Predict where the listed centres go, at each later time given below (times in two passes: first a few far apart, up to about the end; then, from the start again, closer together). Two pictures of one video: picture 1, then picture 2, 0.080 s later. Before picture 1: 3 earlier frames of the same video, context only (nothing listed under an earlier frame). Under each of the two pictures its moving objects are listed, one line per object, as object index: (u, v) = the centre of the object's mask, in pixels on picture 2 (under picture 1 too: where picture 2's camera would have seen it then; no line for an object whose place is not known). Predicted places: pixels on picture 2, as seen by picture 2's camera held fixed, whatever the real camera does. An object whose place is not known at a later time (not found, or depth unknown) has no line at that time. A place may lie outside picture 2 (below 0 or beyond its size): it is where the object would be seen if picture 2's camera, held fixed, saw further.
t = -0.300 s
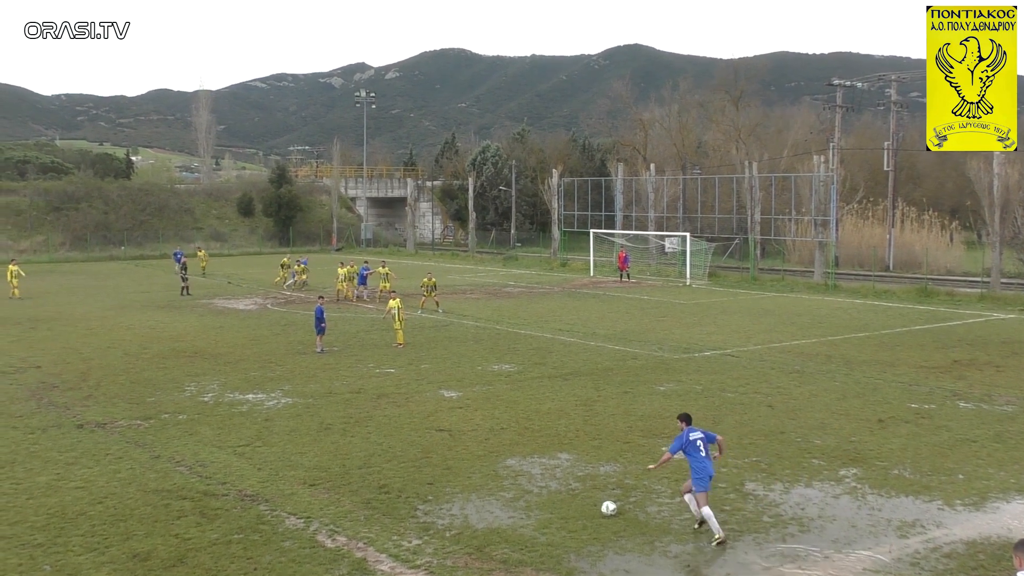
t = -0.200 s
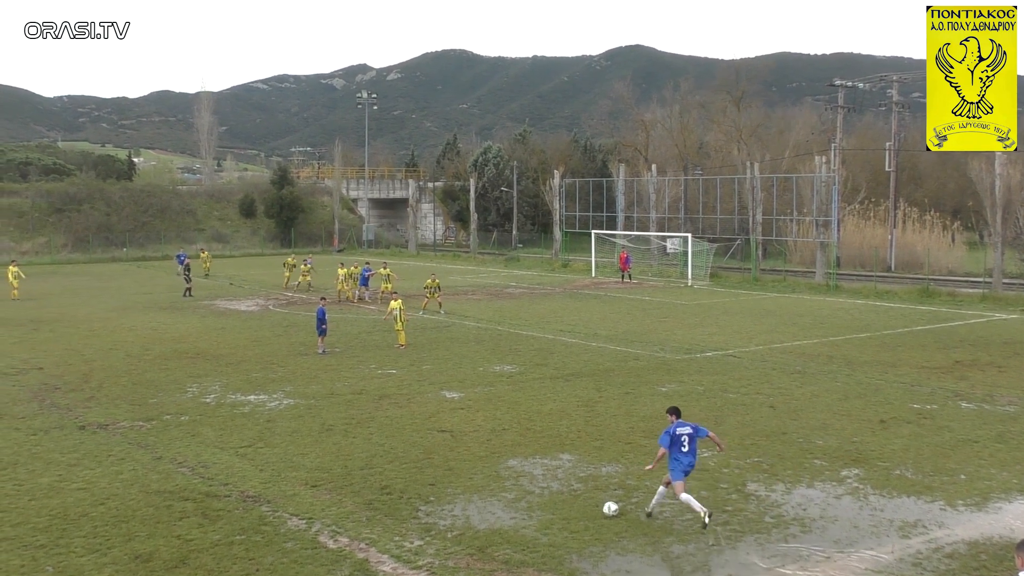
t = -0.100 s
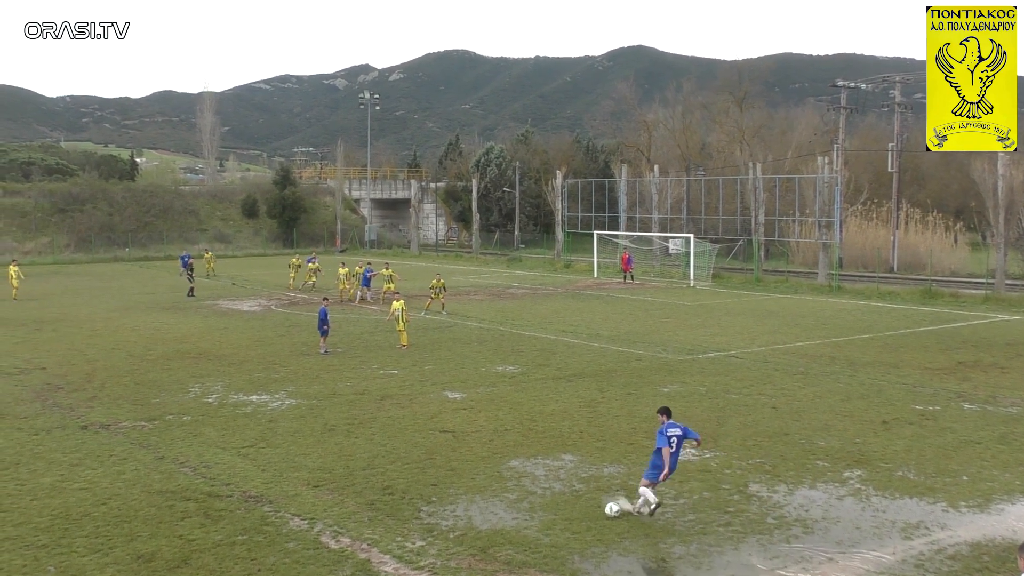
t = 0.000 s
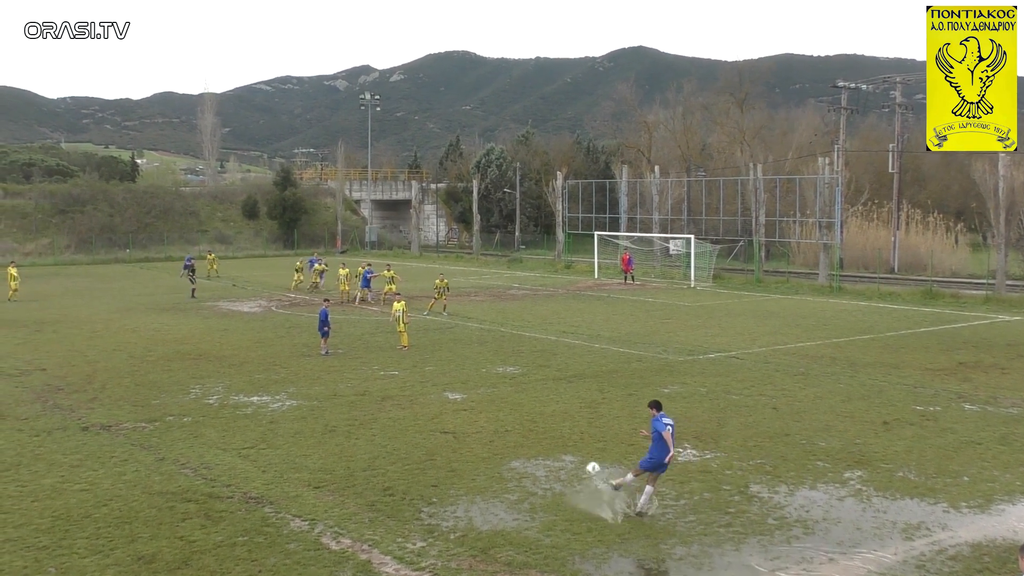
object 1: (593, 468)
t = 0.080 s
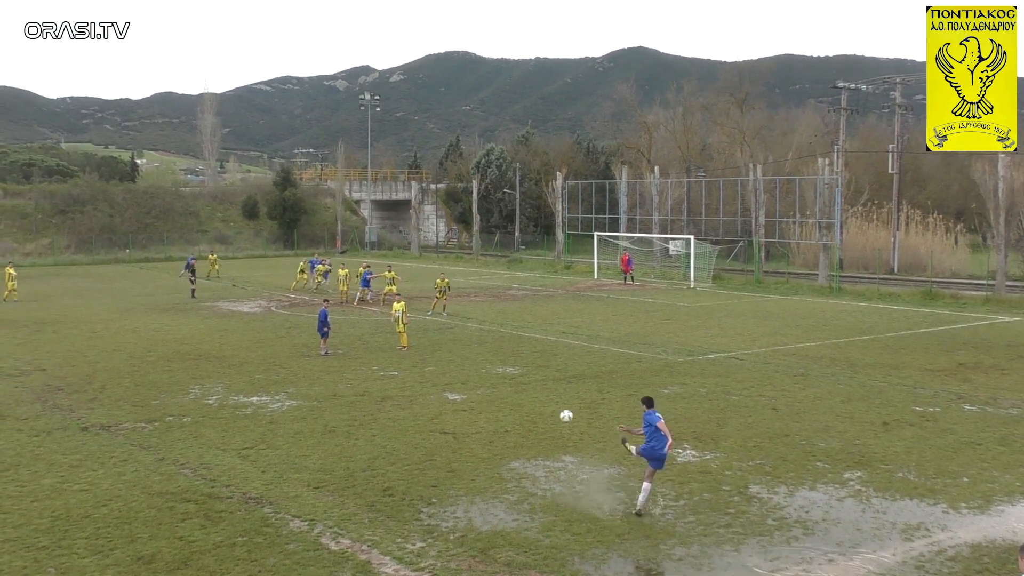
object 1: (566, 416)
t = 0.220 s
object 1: (536, 352)
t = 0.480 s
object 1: (510, 288)
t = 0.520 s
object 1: (507, 282)
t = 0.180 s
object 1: (543, 367)
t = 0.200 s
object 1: (540, 359)
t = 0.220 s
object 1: (536, 352)
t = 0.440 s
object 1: (512, 298)
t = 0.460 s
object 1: (511, 291)
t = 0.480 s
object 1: (510, 288)
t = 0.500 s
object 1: (508, 284)
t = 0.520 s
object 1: (507, 282)
